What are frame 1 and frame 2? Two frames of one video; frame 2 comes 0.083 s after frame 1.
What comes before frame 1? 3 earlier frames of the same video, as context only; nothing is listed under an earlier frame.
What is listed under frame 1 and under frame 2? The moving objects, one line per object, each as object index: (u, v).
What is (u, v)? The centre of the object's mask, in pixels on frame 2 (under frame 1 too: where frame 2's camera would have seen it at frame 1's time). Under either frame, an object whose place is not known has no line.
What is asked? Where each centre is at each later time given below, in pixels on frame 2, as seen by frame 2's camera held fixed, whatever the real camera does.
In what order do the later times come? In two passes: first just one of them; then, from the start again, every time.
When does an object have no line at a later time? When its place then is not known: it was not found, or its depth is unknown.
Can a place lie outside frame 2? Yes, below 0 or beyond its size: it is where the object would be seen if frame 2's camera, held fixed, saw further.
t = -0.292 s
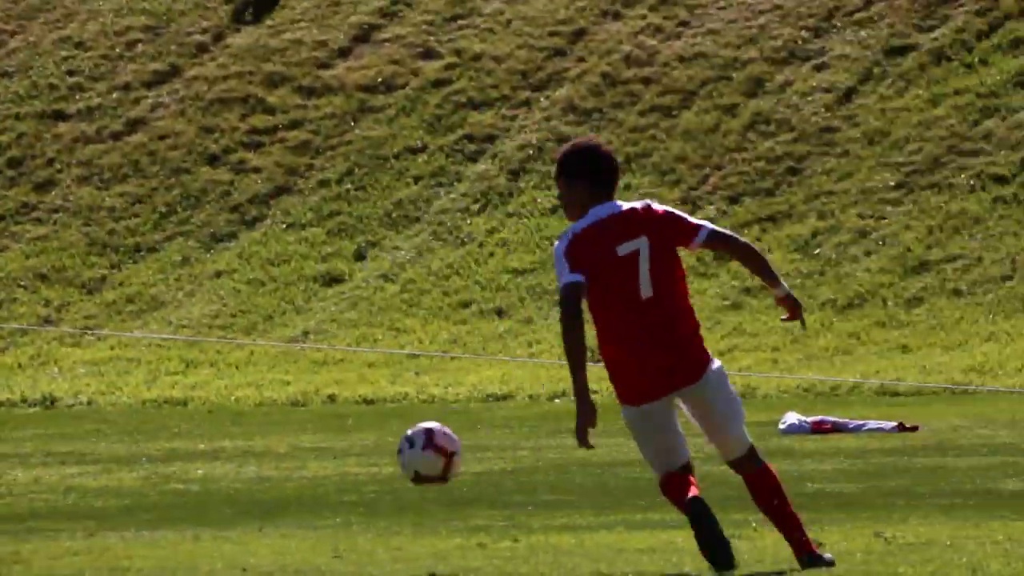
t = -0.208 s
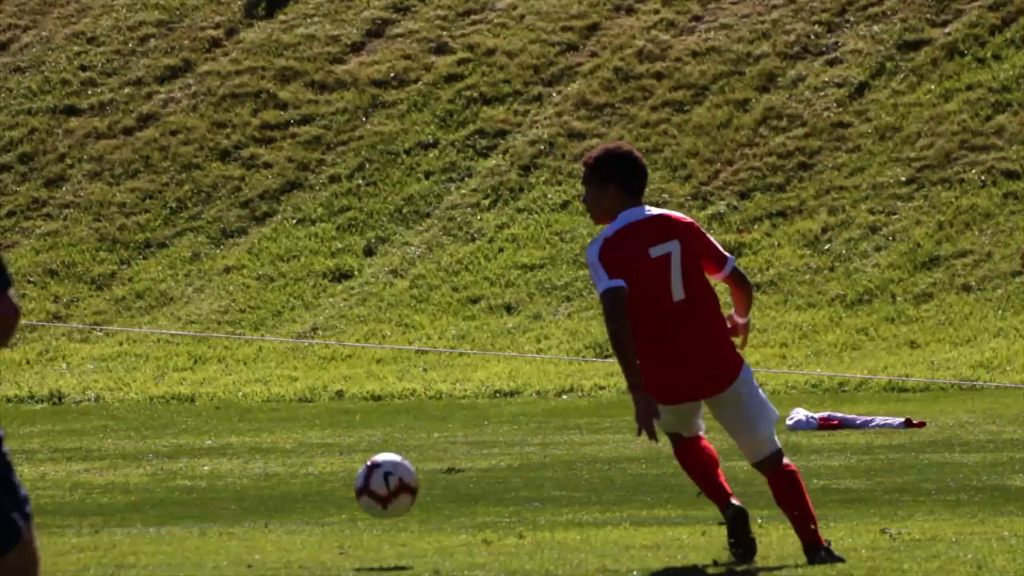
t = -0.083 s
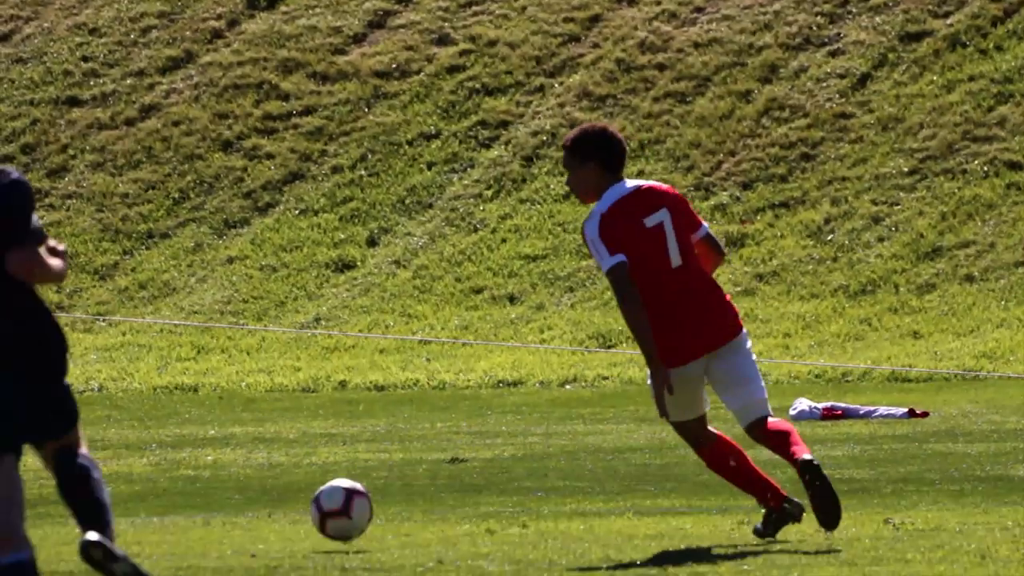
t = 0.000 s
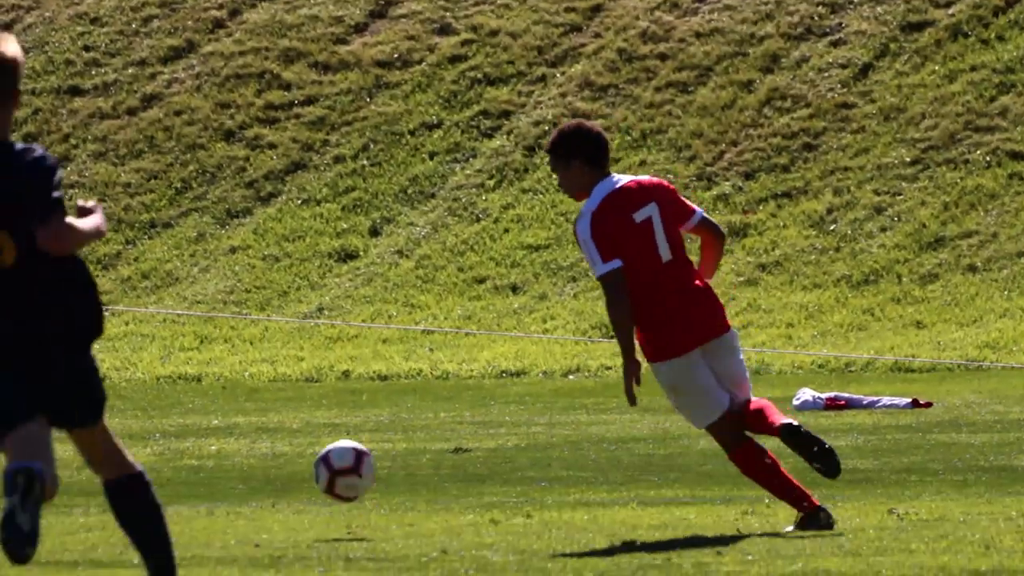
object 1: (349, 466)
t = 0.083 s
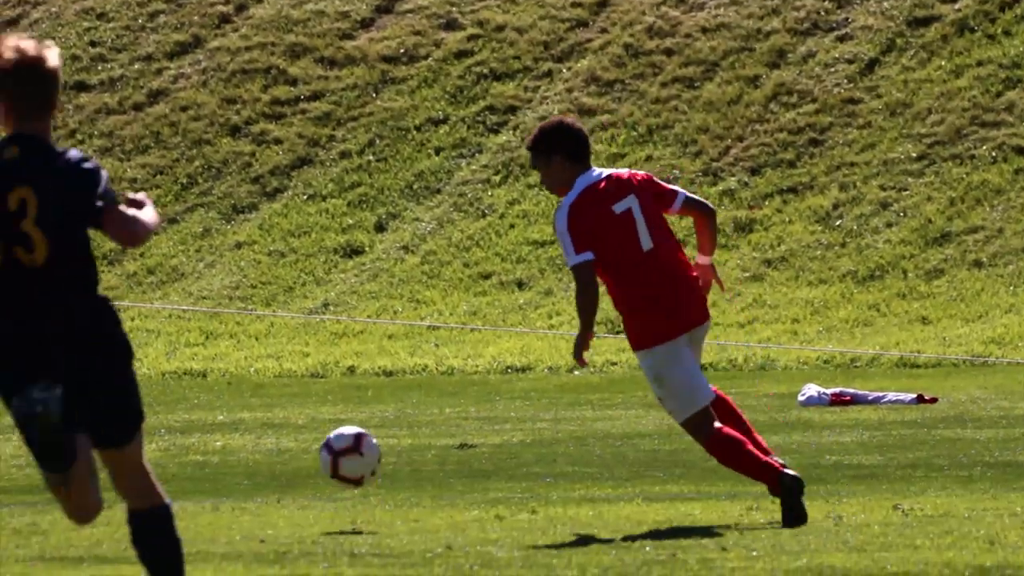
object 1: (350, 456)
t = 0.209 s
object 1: (350, 479)
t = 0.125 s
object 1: (349, 459)
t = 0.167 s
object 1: (349, 467)
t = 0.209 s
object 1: (350, 479)
